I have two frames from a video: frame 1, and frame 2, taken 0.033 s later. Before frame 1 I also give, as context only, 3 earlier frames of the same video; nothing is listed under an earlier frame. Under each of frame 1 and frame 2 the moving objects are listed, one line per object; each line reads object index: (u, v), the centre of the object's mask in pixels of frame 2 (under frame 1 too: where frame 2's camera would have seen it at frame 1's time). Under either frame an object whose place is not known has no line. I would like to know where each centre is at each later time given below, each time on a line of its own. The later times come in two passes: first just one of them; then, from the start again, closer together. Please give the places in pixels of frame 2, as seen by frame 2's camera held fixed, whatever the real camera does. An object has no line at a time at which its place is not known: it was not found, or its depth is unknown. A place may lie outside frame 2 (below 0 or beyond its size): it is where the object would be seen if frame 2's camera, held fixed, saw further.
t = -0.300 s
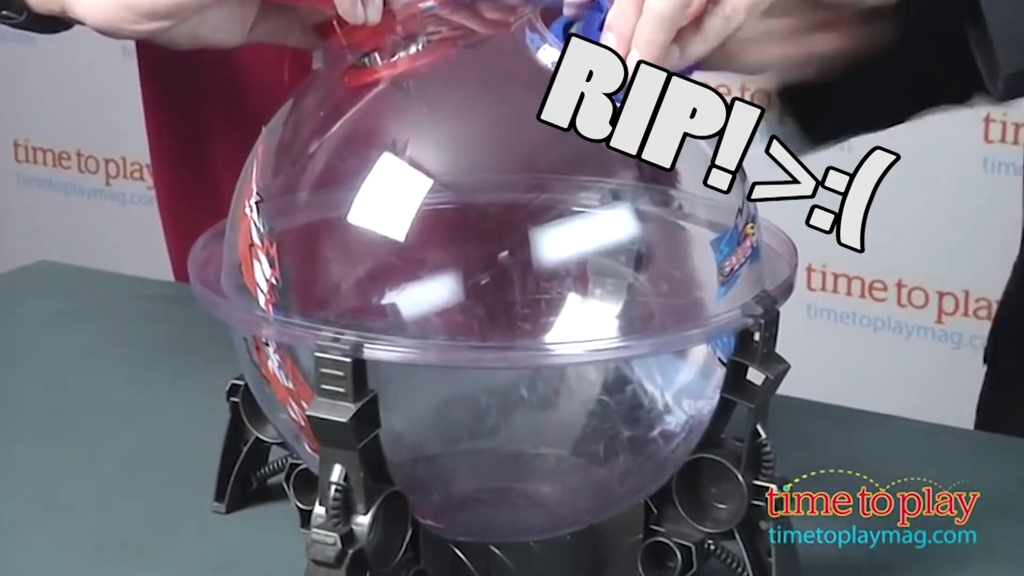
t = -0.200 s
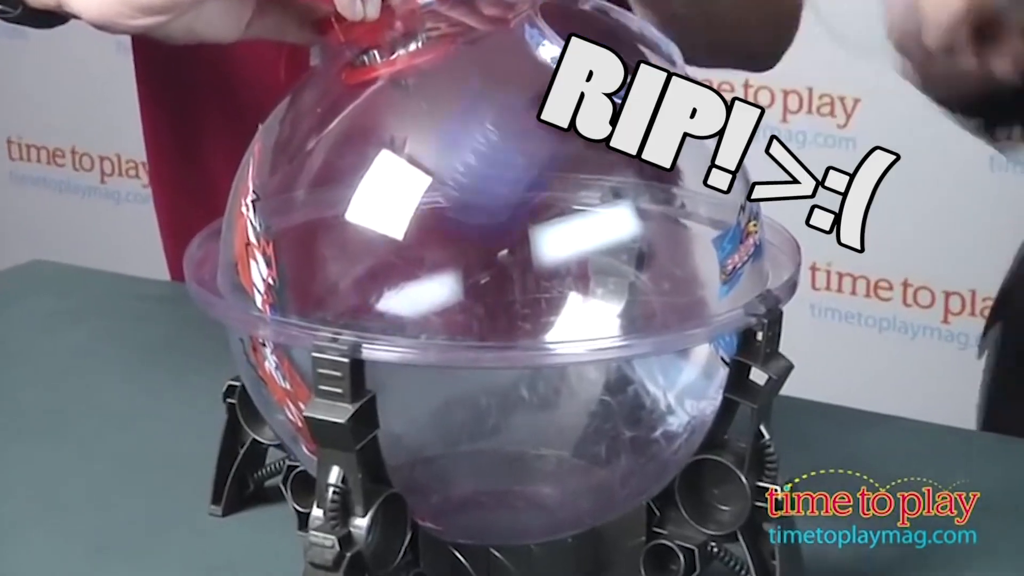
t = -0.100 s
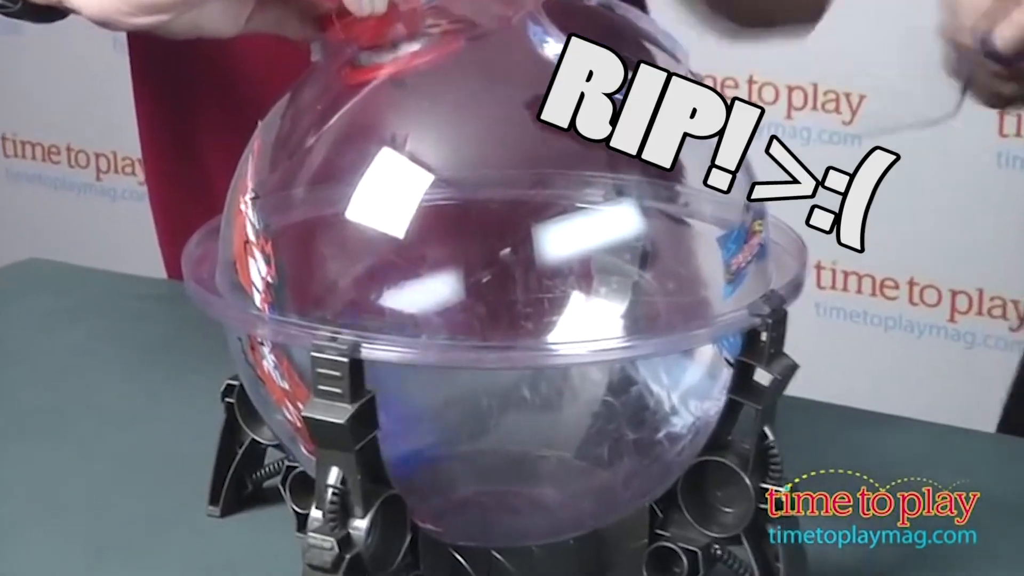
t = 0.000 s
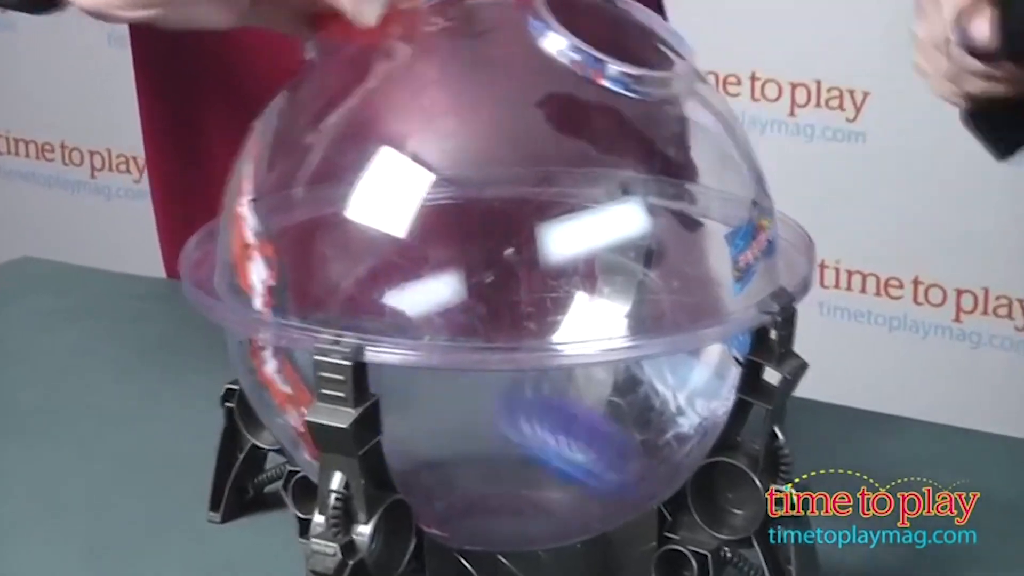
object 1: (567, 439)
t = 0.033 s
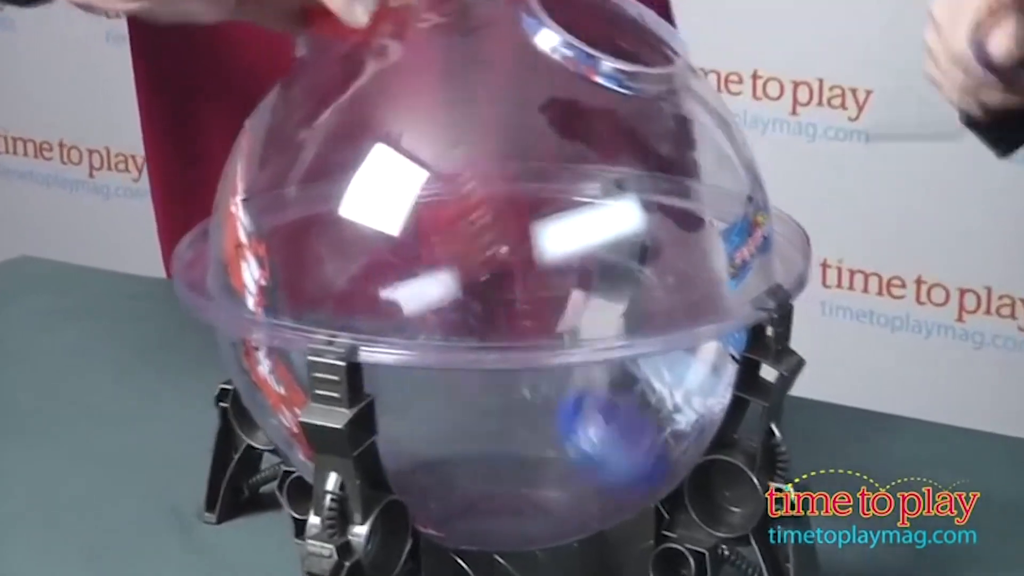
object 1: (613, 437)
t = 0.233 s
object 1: (689, 313)
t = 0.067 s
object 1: (624, 418)
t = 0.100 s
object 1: (634, 418)
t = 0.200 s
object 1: (682, 349)
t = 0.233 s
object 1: (689, 313)
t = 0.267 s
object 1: (691, 293)
